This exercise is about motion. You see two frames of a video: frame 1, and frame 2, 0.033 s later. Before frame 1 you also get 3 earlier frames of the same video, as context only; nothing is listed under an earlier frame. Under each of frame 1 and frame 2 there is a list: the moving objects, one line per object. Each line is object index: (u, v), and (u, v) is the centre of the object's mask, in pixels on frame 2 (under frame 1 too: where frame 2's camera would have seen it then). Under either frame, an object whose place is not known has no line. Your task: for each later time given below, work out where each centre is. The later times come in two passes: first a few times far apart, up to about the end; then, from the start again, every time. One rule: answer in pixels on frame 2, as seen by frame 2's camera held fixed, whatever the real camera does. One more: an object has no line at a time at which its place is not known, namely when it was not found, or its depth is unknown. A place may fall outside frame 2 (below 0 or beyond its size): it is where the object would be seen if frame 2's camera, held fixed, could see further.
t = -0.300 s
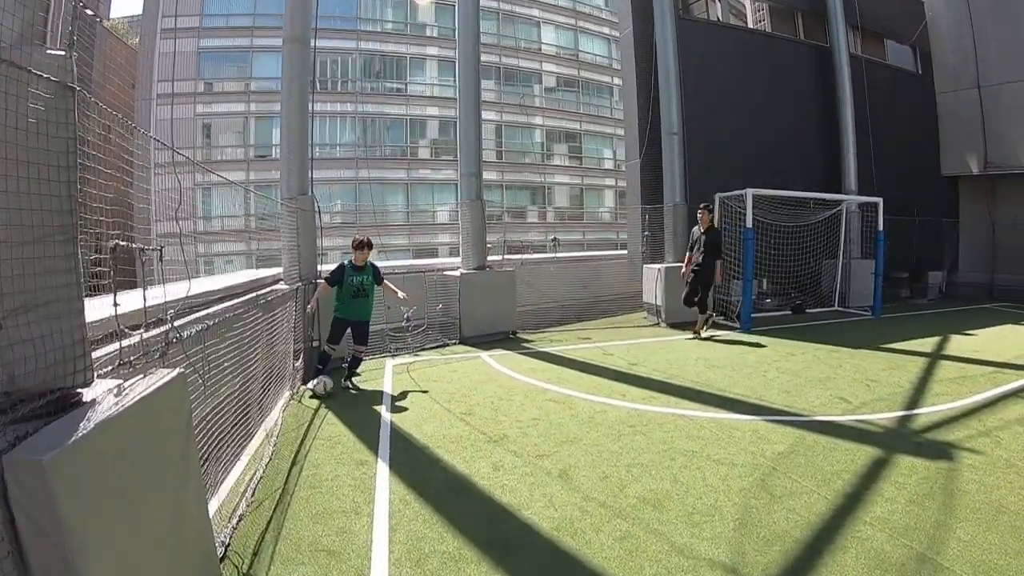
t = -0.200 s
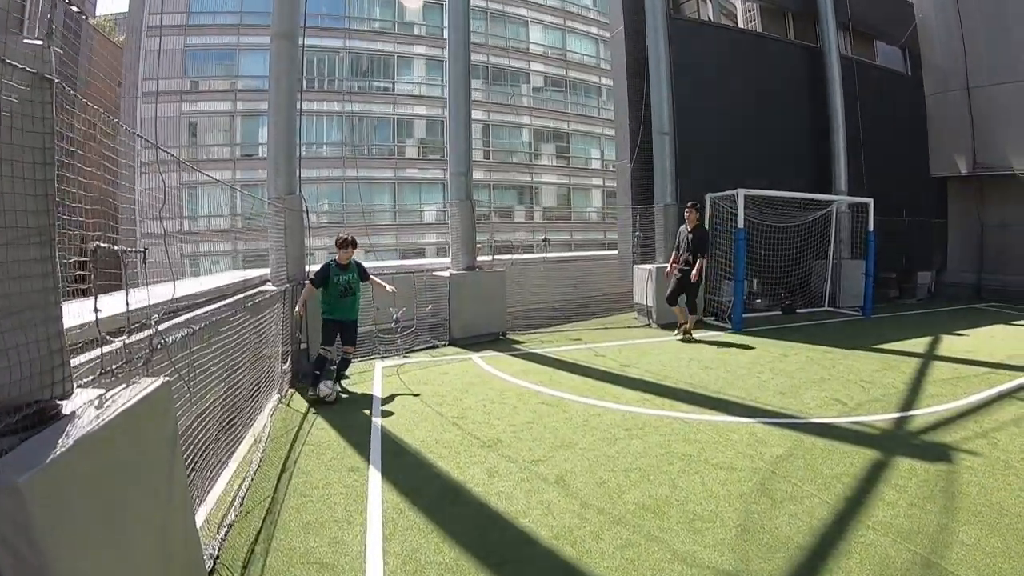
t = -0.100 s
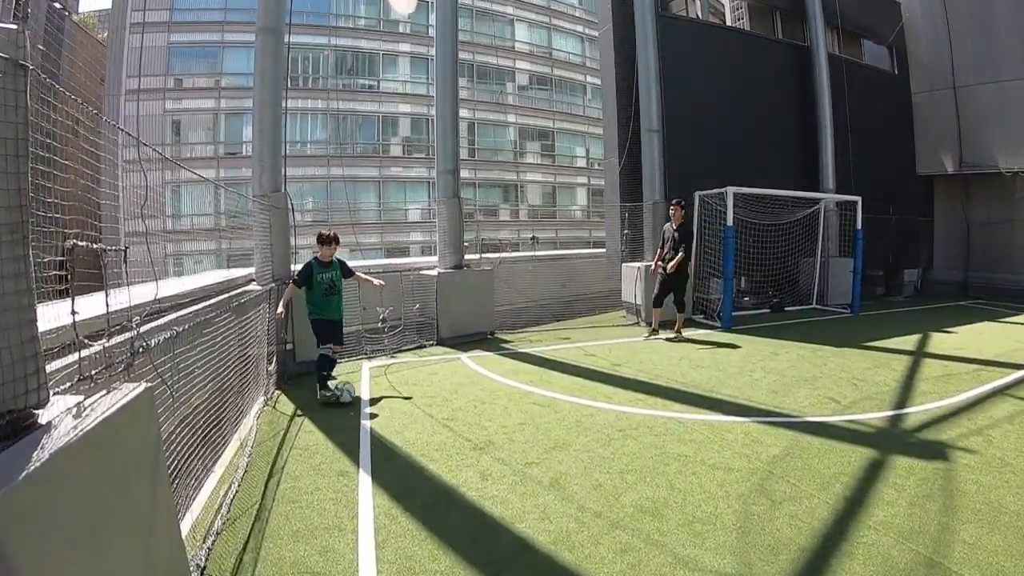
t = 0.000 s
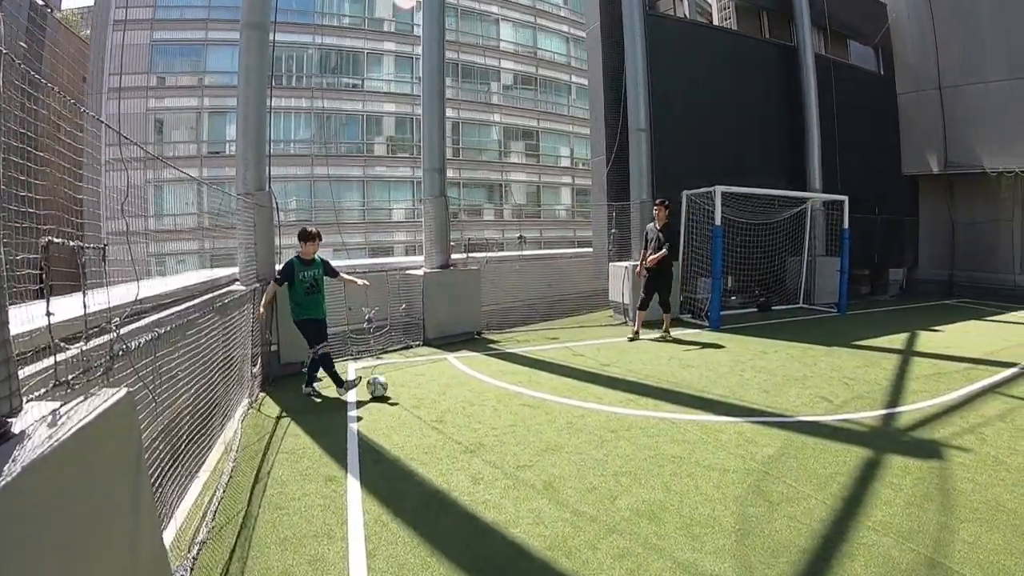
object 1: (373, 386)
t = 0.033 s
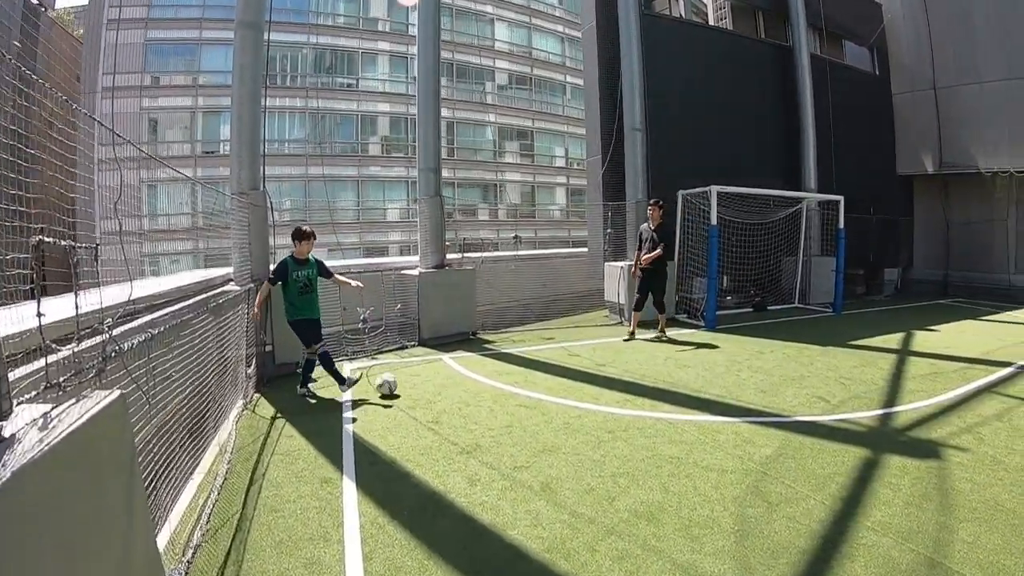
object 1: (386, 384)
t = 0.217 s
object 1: (448, 373)
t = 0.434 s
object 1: (500, 362)
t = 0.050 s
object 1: (393, 383)
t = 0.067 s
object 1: (399, 381)
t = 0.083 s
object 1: (406, 380)
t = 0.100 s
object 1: (411, 379)
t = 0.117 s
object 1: (417, 378)
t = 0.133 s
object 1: (423, 377)
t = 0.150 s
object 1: (428, 376)
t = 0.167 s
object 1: (433, 375)
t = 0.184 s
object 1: (438, 374)
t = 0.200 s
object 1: (443, 374)
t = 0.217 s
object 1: (448, 373)
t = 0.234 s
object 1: (452, 371)
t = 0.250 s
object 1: (457, 370)
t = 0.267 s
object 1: (461, 369)
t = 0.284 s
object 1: (465, 369)
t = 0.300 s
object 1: (470, 368)
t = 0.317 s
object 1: (474, 368)
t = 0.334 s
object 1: (478, 367)
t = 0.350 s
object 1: (482, 366)
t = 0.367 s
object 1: (486, 364)
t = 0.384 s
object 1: (490, 364)
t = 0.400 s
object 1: (493, 363)
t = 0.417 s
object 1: (497, 362)
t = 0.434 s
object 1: (500, 362)
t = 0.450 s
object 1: (504, 361)
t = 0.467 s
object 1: (507, 360)
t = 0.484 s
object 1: (511, 360)
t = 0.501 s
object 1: (514, 359)
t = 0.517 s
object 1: (517, 359)
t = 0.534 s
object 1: (521, 358)
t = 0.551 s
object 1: (525, 357)
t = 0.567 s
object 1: (528, 357)
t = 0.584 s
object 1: (531, 356)
